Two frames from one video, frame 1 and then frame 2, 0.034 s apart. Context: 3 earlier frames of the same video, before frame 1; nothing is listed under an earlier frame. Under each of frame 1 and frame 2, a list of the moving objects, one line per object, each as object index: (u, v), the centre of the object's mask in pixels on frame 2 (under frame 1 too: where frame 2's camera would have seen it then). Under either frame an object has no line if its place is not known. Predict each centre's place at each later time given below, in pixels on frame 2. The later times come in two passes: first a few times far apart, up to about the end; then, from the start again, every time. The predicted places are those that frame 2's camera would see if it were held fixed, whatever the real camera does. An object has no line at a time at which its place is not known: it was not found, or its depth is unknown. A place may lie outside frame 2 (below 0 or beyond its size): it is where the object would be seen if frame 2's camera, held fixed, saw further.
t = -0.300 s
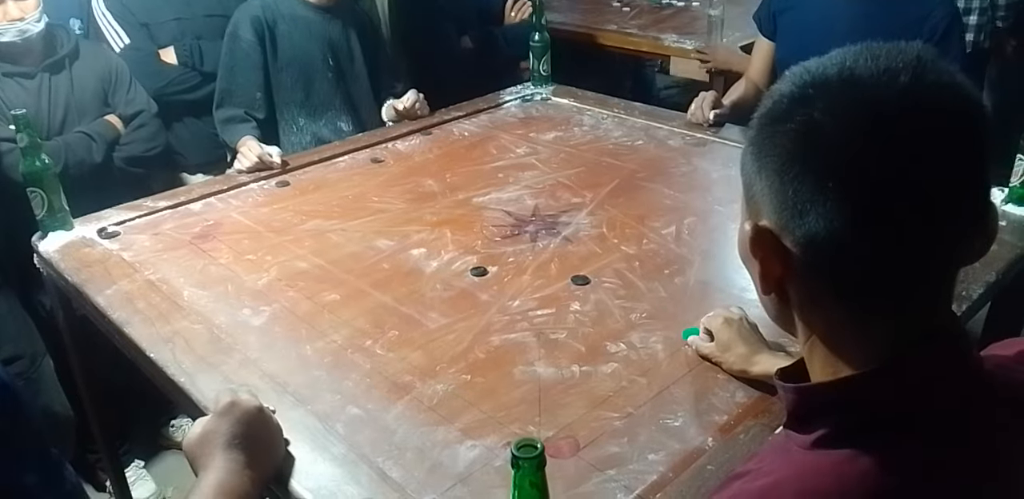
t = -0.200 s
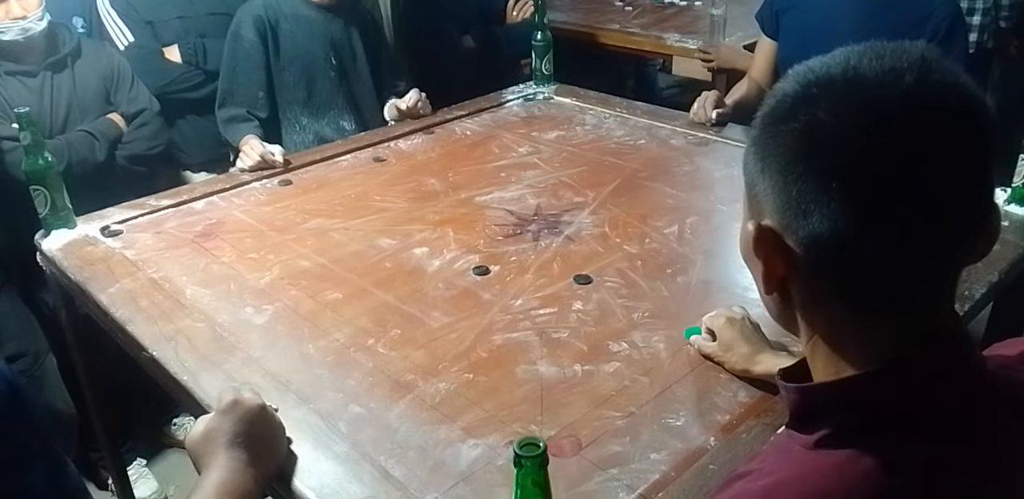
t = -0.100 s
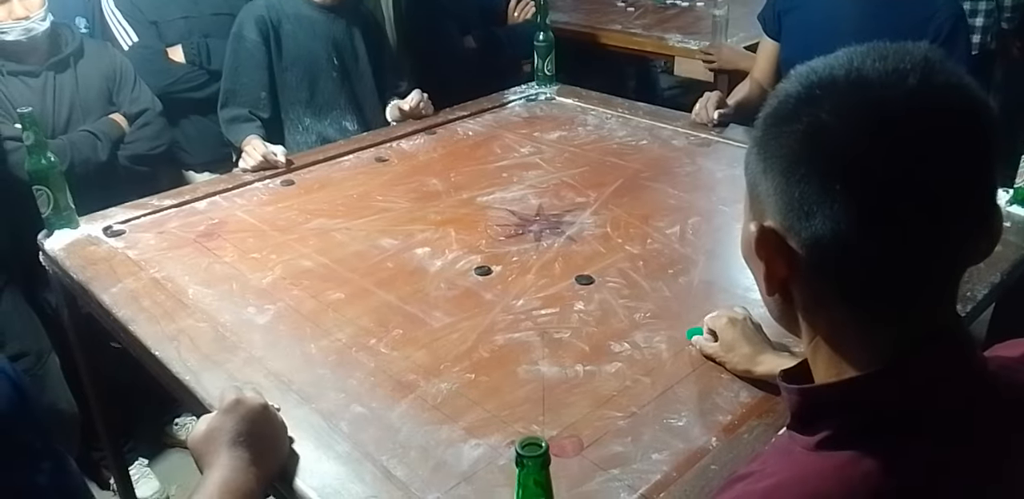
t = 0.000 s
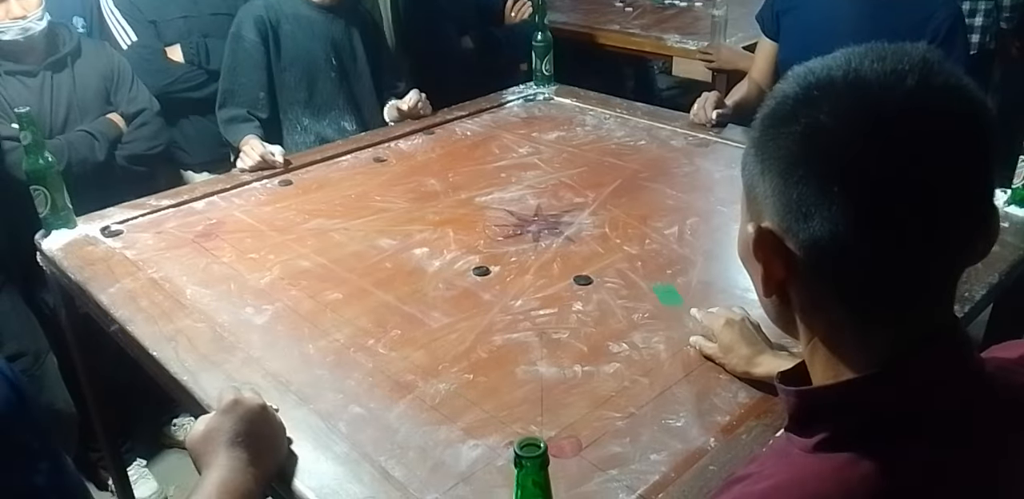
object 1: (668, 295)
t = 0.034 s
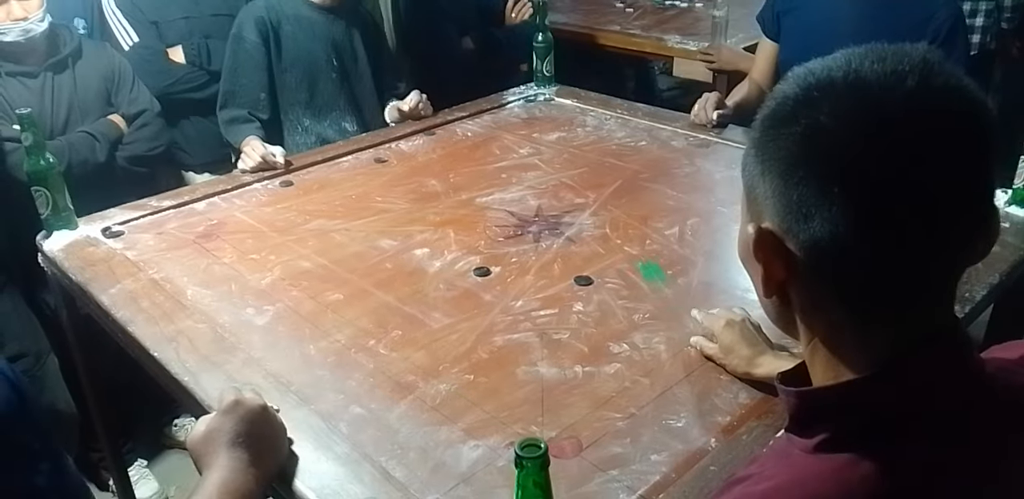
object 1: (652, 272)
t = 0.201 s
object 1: (589, 186)
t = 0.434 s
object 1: (541, 120)
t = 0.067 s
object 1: (636, 250)
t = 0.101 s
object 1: (621, 232)
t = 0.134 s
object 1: (609, 214)
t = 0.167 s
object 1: (599, 199)
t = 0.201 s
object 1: (589, 186)
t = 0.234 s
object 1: (580, 174)
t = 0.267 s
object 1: (572, 163)
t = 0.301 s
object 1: (565, 152)
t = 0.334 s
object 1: (558, 143)
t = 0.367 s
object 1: (551, 134)
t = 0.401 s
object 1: (546, 126)
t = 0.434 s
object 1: (541, 120)
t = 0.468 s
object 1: (536, 113)
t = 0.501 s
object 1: (532, 107)
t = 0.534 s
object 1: (530, 103)
